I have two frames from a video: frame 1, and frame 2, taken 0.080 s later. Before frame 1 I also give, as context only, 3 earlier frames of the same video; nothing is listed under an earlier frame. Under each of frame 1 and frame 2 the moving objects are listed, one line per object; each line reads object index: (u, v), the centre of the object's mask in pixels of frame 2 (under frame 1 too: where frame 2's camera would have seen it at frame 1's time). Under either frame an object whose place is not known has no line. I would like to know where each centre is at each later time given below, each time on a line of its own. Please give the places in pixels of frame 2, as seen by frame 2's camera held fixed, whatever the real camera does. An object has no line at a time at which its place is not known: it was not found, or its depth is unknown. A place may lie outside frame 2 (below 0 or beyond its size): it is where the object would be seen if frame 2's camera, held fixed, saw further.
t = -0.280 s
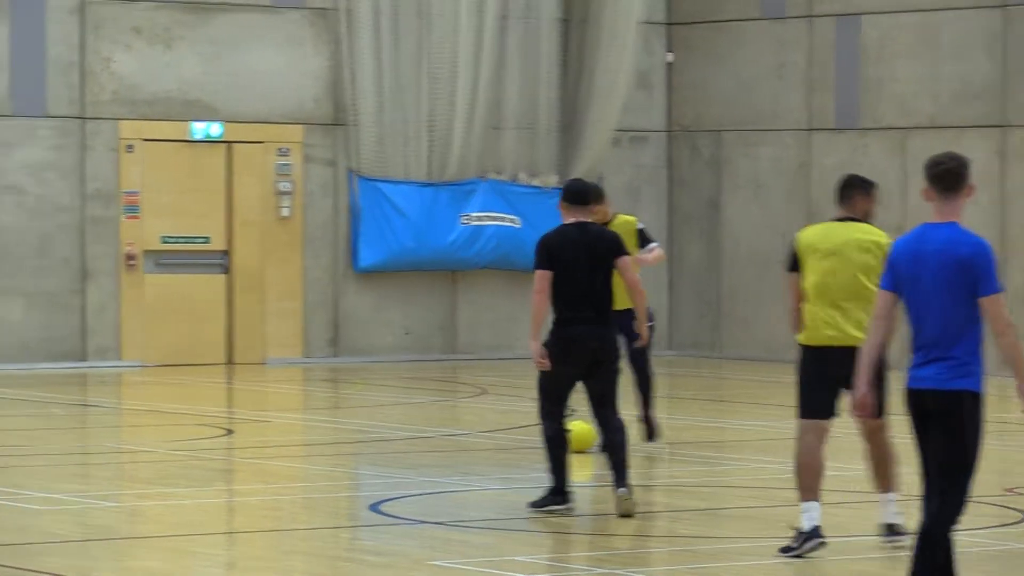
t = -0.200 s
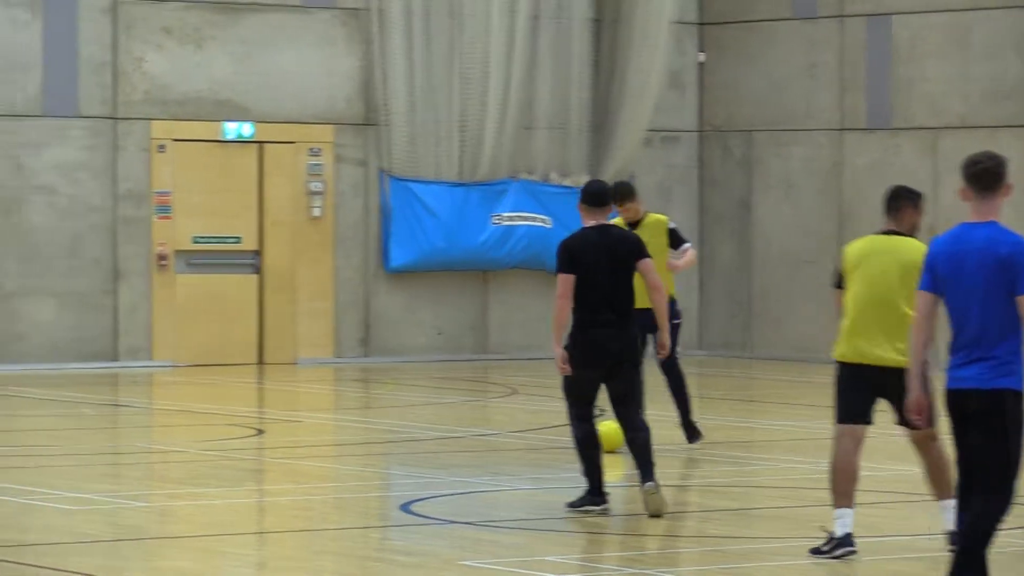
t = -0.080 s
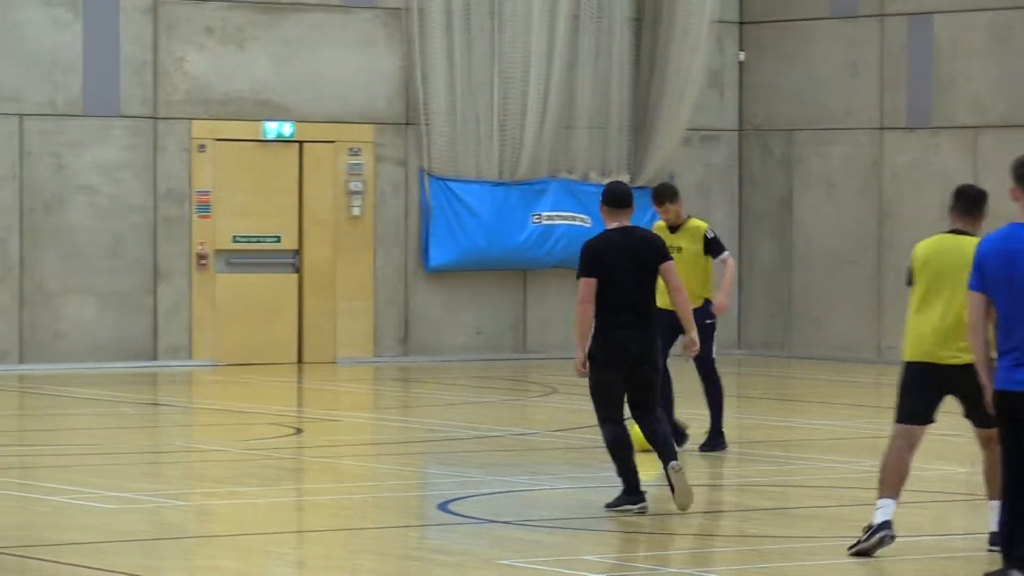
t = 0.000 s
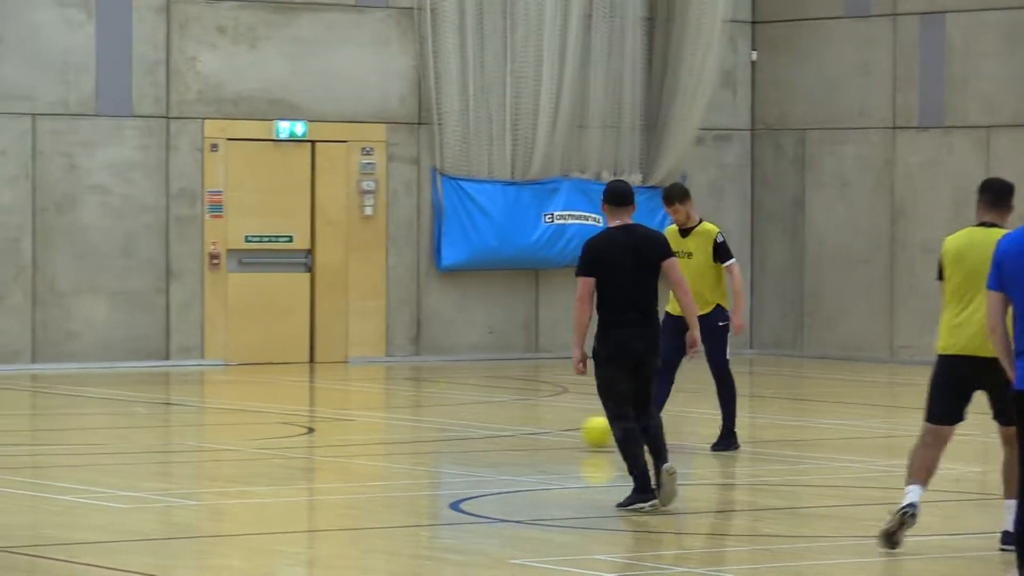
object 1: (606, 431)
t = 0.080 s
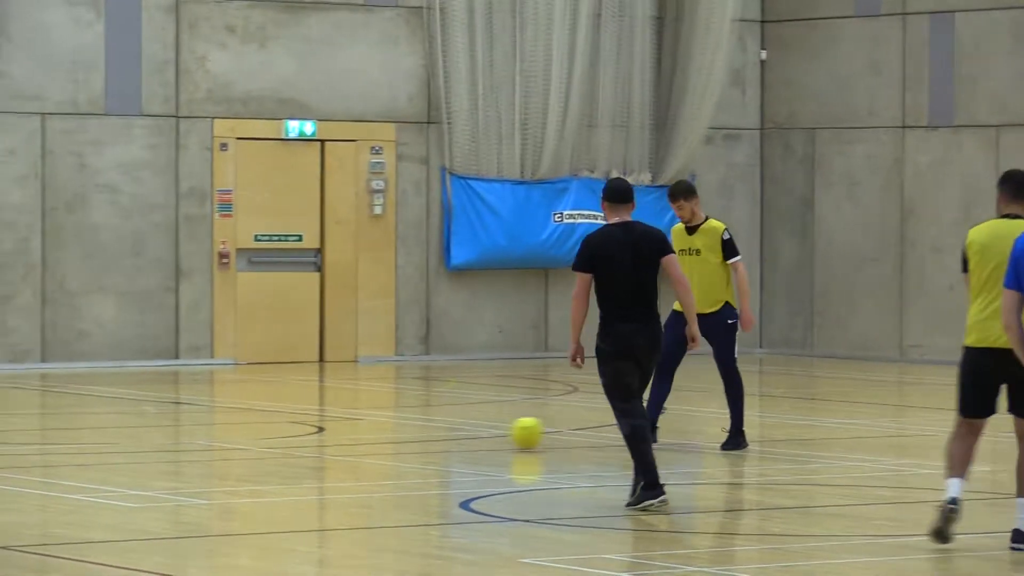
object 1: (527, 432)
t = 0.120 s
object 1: (486, 435)
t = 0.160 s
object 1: (447, 434)
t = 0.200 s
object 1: (410, 435)
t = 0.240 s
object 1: (372, 437)
